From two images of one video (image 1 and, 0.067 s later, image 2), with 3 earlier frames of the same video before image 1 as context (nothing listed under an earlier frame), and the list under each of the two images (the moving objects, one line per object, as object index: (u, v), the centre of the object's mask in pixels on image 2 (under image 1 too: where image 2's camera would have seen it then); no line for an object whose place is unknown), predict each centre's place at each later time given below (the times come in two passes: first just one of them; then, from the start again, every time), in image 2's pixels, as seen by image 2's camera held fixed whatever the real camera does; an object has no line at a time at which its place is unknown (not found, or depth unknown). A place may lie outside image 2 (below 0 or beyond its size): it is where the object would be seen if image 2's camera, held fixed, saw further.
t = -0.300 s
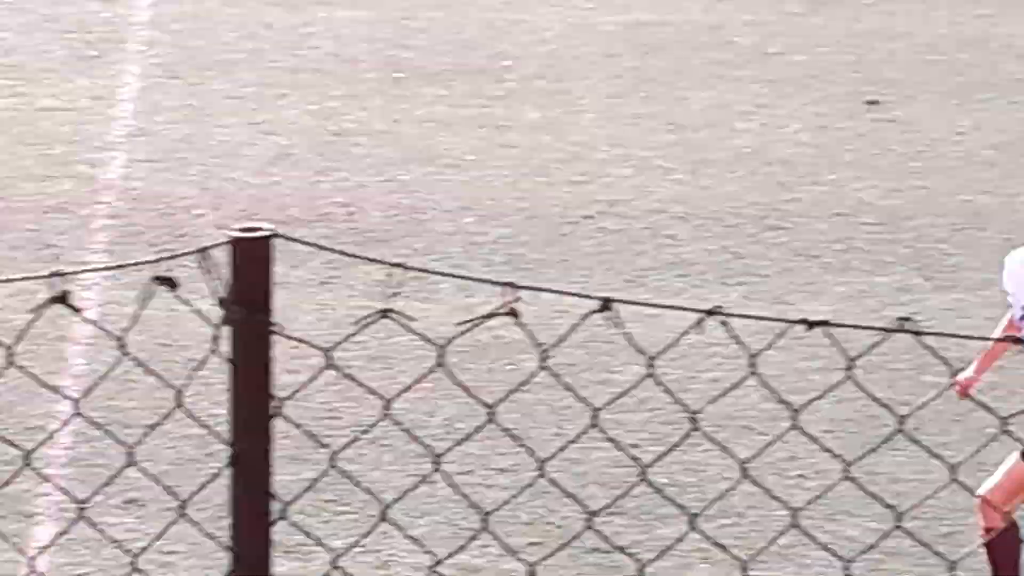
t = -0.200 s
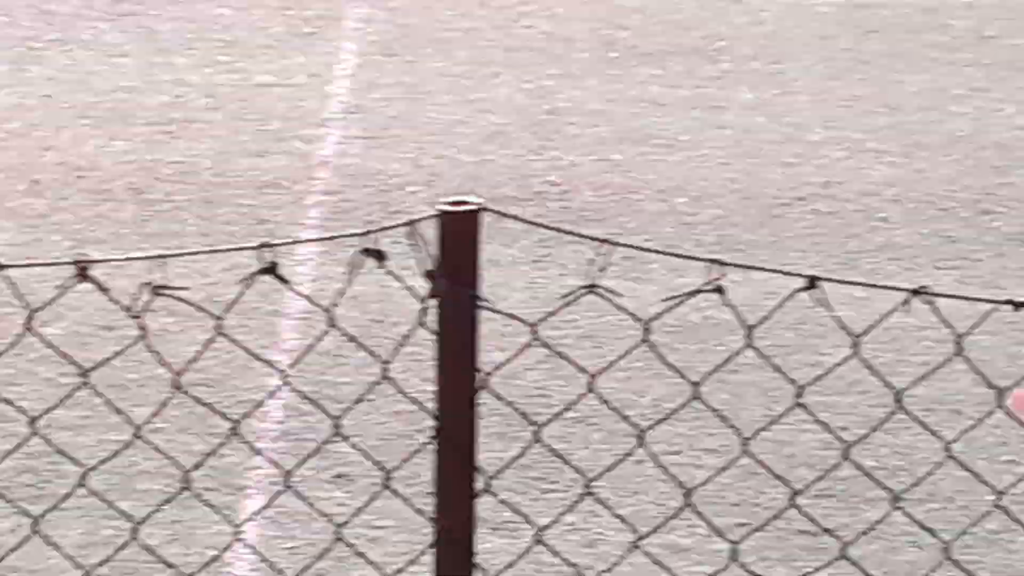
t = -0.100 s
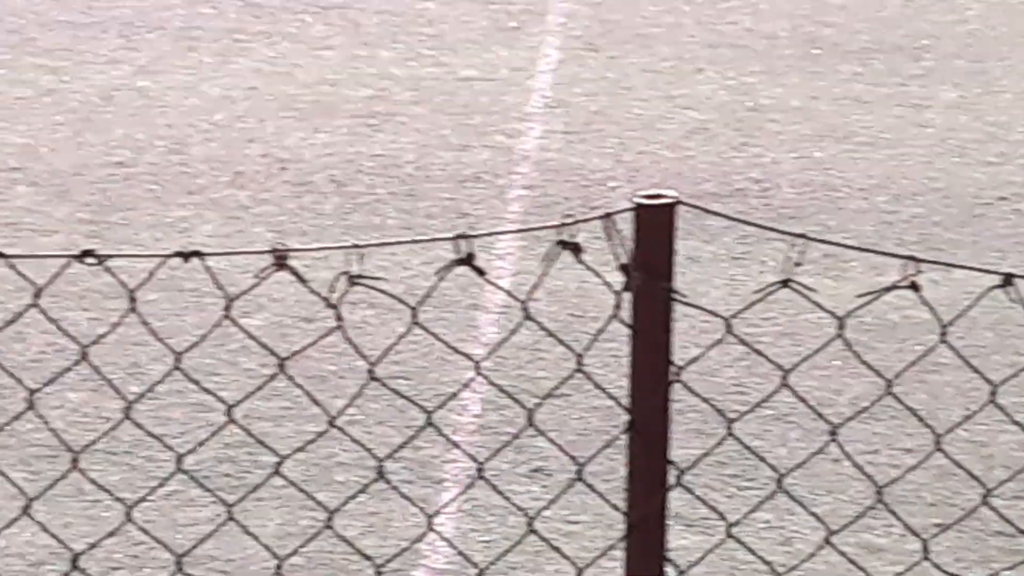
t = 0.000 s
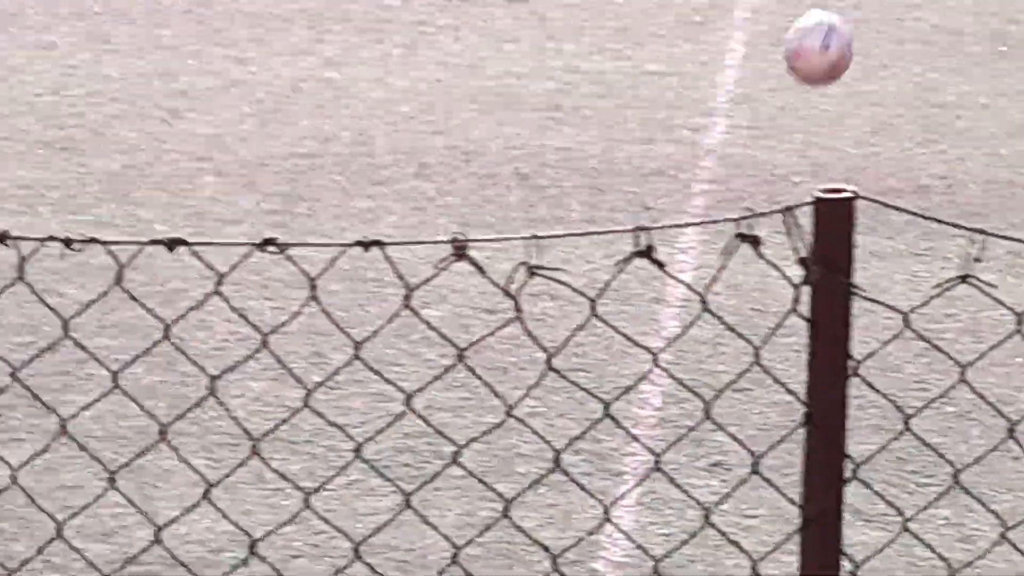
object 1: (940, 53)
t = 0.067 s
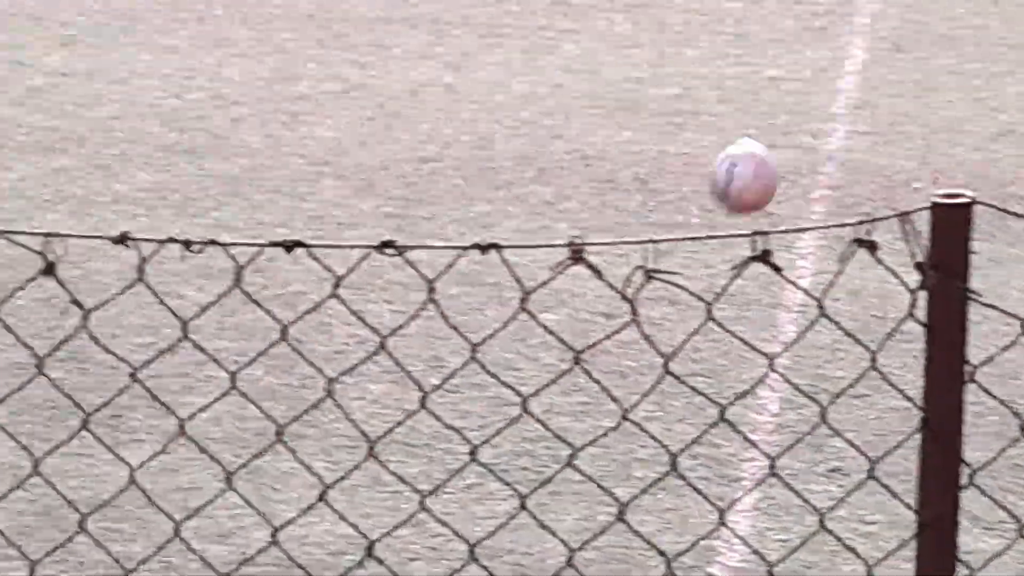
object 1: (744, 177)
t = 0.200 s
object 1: (377, 438)
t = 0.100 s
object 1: (650, 240)
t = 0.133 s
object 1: (557, 305)
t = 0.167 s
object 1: (466, 371)
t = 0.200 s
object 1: (377, 438)
